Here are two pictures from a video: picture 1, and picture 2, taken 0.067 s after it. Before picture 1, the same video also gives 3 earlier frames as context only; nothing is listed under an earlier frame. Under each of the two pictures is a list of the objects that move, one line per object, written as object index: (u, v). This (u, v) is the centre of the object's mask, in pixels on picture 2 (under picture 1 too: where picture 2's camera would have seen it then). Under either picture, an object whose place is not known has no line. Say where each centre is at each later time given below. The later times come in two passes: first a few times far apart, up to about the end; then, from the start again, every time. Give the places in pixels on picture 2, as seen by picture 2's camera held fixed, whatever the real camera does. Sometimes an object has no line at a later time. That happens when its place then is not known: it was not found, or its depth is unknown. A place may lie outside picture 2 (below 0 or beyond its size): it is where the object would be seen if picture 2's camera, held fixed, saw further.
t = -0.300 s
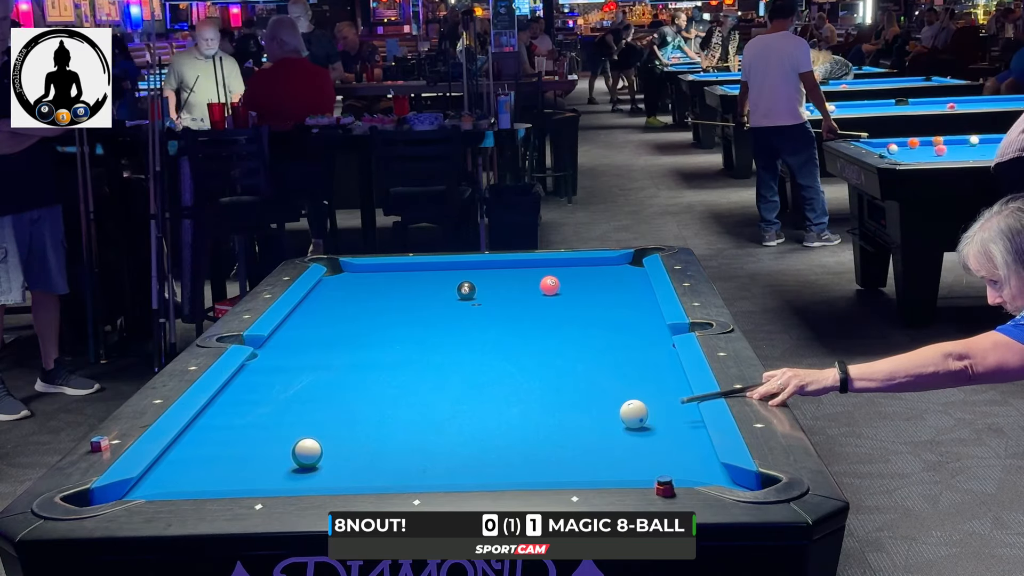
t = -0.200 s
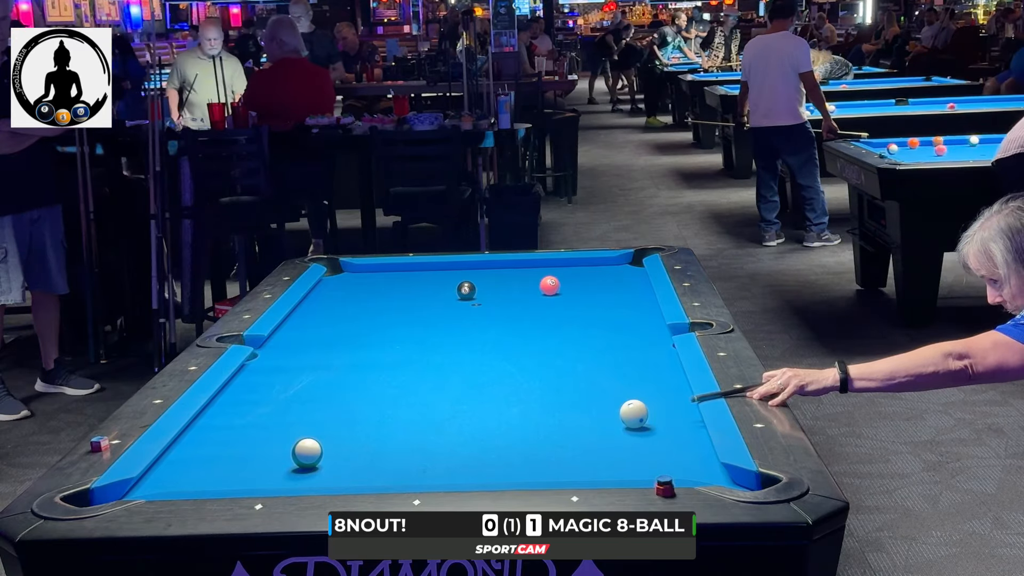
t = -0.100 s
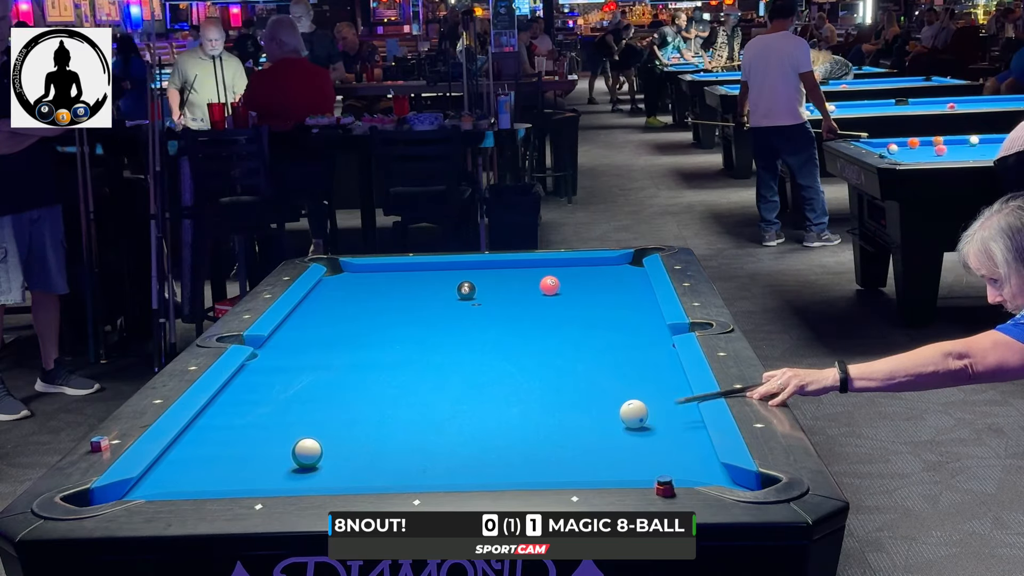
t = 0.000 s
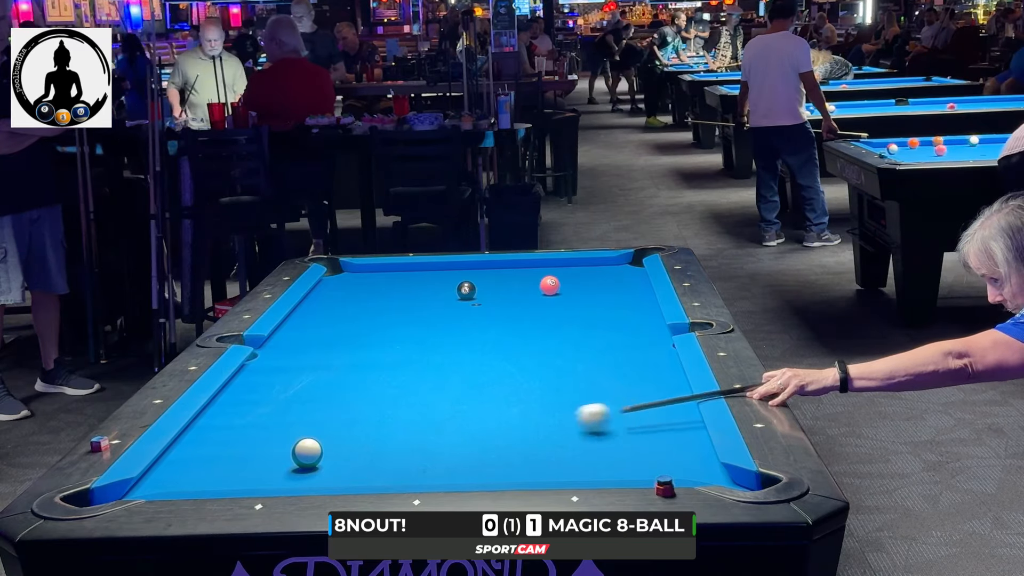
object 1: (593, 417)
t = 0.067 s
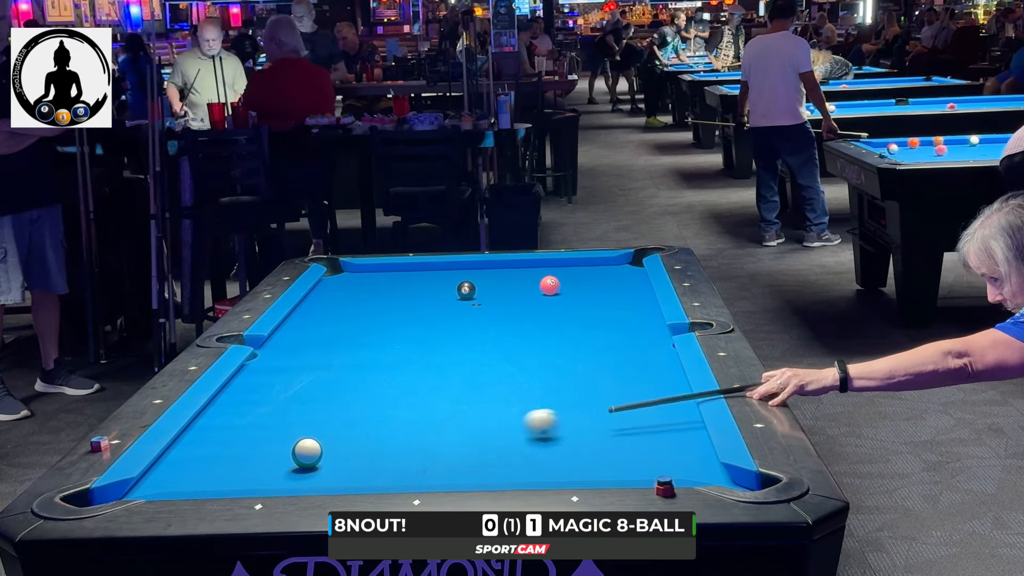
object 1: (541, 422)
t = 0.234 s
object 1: (412, 438)
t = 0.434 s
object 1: (310, 440)
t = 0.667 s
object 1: (238, 431)
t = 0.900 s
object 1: (222, 423)
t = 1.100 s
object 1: (263, 416)
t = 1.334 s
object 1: (307, 409)
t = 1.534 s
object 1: (343, 402)
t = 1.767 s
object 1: (380, 396)
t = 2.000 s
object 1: (416, 389)
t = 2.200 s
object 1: (444, 385)
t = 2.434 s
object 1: (474, 380)
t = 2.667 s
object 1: (502, 376)
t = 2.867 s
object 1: (523, 372)
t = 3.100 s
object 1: (547, 369)
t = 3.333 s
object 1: (568, 365)
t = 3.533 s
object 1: (585, 363)
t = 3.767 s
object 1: (603, 360)
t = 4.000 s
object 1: (619, 358)
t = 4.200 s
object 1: (632, 356)
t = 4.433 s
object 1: (644, 354)
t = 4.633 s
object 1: (654, 353)
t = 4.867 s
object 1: (663, 351)
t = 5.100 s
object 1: (659, 350)
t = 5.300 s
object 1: (657, 350)
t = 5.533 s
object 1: (654, 350)
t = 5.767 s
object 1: (654, 350)
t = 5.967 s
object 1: (655, 350)
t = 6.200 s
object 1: (655, 350)
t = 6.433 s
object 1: (655, 350)
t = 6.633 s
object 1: (655, 350)
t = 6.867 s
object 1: (655, 350)
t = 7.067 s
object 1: (655, 350)
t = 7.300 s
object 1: (655, 350)
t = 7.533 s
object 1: (655, 350)
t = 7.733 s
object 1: (655, 350)
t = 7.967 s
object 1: (655, 350)
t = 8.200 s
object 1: (654, 350)
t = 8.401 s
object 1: (655, 350)
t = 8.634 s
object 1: (655, 350)
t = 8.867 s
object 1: (655, 350)
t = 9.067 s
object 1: (655, 350)
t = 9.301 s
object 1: (655, 350)
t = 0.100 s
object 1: (516, 426)
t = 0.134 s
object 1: (491, 429)
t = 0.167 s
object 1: (464, 432)
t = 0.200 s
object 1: (438, 435)
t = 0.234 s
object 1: (412, 438)
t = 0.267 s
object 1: (386, 440)
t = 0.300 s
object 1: (358, 443)
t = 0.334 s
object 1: (334, 446)
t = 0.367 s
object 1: (327, 444)
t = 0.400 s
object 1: (319, 441)
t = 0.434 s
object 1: (310, 440)
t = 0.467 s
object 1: (300, 438)
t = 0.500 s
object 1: (290, 437)
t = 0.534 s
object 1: (279, 436)
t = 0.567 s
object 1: (269, 434)
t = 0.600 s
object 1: (258, 433)
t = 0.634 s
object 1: (248, 432)
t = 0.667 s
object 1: (238, 431)
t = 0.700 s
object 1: (228, 430)
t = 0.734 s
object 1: (218, 429)
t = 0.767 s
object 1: (207, 428)
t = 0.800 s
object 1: (199, 427)
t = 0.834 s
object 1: (206, 426)
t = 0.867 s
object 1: (214, 424)
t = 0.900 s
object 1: (222, 423)
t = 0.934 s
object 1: (229, 422)
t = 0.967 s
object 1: (236, 421)
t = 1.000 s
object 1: (243, 420)
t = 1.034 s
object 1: (249, 418)
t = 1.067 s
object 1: (256, 417)
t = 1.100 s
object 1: (263, 416)
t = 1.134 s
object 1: (269, 415)
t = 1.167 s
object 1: (276, 414)
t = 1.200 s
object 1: (282, 412)
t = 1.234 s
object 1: (288, 412)
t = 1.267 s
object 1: (295, 411)
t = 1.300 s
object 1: (301, 409)
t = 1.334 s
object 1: (307, 409)
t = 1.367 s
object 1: (313, 407)
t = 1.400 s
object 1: (319, 406)
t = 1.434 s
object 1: (325, 405)
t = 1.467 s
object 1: (331, 404)
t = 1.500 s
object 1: (337, 403)
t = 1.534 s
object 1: (343, 402)
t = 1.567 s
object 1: (348, 401)
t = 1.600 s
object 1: (354, 400)
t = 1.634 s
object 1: (359, 400)
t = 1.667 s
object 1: (364, 398)
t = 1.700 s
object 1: (370, 398)
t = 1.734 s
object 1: (375, 397)
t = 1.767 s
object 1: (380, 396)
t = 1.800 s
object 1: (386, 395)
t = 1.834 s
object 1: (391, 394)
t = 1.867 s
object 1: (396, 394)
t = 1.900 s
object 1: (401, 393)
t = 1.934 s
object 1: (406, 392)
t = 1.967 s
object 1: (411, 391)
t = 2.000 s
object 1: (416, 389)
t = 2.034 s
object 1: (421, 389)
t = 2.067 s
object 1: (425, 388)
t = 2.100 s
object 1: (430, 388)
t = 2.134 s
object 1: (435, 387)
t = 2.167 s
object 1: (439, 386)
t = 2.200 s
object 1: (444, 385)
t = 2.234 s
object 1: (448, 385)
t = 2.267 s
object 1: (452, 384)
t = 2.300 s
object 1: (457, 383)
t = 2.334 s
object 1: (461, 382)
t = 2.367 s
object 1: (466, 381)
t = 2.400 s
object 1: (470, 381)
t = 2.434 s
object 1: (474, 380)
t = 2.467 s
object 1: (478, 380)
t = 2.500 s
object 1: (482, 379)
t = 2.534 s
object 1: (486, 378)
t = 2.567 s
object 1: (490, 378)
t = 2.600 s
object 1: (494, 377)
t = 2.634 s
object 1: (498, 377)
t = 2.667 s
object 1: (502, 376)
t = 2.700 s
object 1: (505, 375)
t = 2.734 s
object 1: (509, 375)
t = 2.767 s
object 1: (513, 374)
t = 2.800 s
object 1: (516, 373)
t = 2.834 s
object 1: (520, 373)
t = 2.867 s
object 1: (523, 372)
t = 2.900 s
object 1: (527, 372)
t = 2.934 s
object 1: (531, 371)
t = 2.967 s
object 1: (534, 371)
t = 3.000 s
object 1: (537, 370)
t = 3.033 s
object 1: (540, 370)
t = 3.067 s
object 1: (544, 369)
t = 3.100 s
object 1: (547, 369)
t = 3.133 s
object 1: (550, 369)
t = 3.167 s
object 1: (553, 368)
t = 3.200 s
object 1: (556, 367)
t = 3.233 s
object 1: (559, 367)
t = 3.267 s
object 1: (563, 366)
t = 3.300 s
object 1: (566, 366)
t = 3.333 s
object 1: (568, 365)
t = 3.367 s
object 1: (572, 365)
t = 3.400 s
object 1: (574, 365)
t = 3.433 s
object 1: (577, 364)
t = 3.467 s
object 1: (580, 364)
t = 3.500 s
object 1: (583, 363)
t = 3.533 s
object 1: (585, 363)
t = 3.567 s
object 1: (588, 362)
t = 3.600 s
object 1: (591, 362)
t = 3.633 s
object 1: (593, 362)
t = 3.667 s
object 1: (596, 361)
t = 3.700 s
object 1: (598, 361)
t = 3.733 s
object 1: (601, 361)
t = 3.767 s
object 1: (603, 360)
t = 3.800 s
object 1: (606, 360)
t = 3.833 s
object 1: (608, 360)
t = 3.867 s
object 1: (610, 359)
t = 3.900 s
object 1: (613, 359)
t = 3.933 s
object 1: (615, 358)
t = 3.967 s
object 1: (617, 358)
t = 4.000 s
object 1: (619, 358)
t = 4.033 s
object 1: (622, 358)
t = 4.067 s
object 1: (624, 357)
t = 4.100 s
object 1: (626, 357)
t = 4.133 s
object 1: (628, 357)
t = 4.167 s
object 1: (630, 356)
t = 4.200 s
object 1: (632, 356)
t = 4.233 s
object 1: (634, 356)
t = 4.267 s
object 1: (635, 356)
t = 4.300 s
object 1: (637, 355)
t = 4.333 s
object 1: (639, 355)
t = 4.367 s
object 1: (641, 355)
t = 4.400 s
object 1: (643, 354)
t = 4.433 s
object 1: (644, 354)
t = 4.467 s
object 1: (646, 353)
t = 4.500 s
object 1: (648, 353)
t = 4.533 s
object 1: (649, 353)
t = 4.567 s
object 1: (651, 353)
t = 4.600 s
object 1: (652, 353)
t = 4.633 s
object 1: (654, 353)
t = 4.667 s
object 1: (655, 352)
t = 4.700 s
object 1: (657, 352)
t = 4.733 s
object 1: (658, 352)
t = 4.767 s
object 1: (659, 352)
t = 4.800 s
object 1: (661, 351)
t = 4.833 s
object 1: (662, 351)
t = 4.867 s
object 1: (663, 351)
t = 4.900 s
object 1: (663, 351)
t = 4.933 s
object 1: (663, 351)
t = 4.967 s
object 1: (662, 351)
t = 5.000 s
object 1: (662, 350)
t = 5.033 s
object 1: (661, 351)
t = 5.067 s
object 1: (660, 350)
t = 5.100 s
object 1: (659, 350)
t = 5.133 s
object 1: (659, 350)
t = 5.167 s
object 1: (658, 350)
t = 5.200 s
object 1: (658, 350)
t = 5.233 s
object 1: (657, 350)
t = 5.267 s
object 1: (657, 350)
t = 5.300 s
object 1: (657, 350)
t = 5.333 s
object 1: (656, 350)
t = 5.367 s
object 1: (656, 350)
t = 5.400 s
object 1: (655, 350)
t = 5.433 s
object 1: (655, 350)
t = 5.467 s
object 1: (655, 350)
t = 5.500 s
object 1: (655, 350)
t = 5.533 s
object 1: (654, 350)
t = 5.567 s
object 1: (654, 350)
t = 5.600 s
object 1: (654, 350)
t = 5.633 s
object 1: (654, 350)
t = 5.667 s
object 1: (654, 350)
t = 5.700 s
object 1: (654, 350)
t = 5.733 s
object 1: (654, 350)
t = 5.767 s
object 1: (654, 350)
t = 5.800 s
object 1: (654, 350)
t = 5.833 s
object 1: (655, 350)
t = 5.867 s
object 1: (655, 350)
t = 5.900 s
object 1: (655, 350)
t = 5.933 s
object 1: (655, 350)
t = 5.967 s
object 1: (655, 350)
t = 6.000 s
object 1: (655, 350)
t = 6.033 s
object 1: (655, 350)
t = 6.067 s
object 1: (655, 350)
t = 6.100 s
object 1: (655, 350)
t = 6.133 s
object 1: (655, 350)
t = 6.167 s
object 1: (655, 350)
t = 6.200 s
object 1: (655, 350)
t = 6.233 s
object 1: (655, 350)
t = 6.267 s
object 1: (655, 350)
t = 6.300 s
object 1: (655, 350)
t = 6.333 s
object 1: (655, 350)
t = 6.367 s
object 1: (655, 350)
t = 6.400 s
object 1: (655, 350)
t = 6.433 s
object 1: (655, 350)
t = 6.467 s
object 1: (655, 350)
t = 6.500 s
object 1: (655, 350)
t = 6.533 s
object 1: (655, 350)
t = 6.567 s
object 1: (655, 350)
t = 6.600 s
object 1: (655, 350)
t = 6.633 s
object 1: (655, 350)
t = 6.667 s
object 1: (655, 350)
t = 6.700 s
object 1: (655, 350)
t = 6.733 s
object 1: (655, 350)
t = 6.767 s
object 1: (655, 350)
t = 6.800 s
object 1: (654, 350)
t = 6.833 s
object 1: (655, 350)
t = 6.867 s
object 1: (655, 350)
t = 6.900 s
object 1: (654, 350)
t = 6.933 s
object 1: (655, 350)
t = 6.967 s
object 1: (654, 350)
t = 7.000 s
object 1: (655, 350)
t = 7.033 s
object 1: (655, 350)
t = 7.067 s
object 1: (655, 350)
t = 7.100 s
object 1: (655, 350)
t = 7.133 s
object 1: (655, 350)
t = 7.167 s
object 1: (655, 350)
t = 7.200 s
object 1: (654, 350)
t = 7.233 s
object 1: (654, 350)
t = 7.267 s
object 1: (655, 350)
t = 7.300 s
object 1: (655, 350)
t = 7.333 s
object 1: (654, 350)
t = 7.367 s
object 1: (655, 350)
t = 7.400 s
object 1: (654, 350)
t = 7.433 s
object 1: (655, 350)
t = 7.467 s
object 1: (655, 350)
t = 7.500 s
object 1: (654, 350)
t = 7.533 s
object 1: (655, 350)
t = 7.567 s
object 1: (655, 350)
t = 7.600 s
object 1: (654, 350)
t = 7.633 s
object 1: (655, 350)
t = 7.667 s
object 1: (655, 350)
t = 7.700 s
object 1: (655, 350)
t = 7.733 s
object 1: (655, 350)
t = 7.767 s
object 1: (654, 350)
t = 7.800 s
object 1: (655, 350)
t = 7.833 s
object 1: (655, 350)
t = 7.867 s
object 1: (655, 350)
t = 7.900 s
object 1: (655, 350)
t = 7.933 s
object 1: (655, 350)
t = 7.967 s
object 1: (655, 350)
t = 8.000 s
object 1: (655, 350)
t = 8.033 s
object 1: (655, 350)
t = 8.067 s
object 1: (655, 350)
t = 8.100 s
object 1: (654, 350)
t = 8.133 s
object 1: (655, 350)
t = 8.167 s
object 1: (655, 350)
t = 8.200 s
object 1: (654, 350)
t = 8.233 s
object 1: (654, 350)
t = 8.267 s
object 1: (655, 350)
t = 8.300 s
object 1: (655, 350)
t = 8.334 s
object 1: (655, 350)
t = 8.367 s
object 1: (655, 350)
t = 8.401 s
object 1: (655, 350)
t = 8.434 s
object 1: (655, 350)
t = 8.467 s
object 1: (655, 350)
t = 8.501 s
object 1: (655, 350)
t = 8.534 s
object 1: (655, 350)
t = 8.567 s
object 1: (655, 350)
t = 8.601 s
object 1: (655, 350)
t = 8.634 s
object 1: (655, 350)
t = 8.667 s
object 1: (654, 350)
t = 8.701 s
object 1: (654, 350)
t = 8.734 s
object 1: (655, 350)
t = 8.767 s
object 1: (655, 350)
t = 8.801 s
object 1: (655, 350)
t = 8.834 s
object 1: (655, 350)
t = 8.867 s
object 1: (655, 350)
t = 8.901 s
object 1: (655, 350)
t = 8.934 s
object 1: (655, 350)
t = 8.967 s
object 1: (655, 350)
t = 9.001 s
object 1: (655, 350)
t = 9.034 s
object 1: (655, 350)
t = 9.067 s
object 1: (655, 350)
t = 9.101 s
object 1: (655, 350)
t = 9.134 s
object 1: (655, 350)
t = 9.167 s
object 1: (655, 350)
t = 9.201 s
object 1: (655, 350)
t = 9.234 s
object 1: (655, 350)
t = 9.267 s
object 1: (655, 350)
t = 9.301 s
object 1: (655, 350)
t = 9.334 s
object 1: (655, 350)
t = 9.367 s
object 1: (655, 350)
